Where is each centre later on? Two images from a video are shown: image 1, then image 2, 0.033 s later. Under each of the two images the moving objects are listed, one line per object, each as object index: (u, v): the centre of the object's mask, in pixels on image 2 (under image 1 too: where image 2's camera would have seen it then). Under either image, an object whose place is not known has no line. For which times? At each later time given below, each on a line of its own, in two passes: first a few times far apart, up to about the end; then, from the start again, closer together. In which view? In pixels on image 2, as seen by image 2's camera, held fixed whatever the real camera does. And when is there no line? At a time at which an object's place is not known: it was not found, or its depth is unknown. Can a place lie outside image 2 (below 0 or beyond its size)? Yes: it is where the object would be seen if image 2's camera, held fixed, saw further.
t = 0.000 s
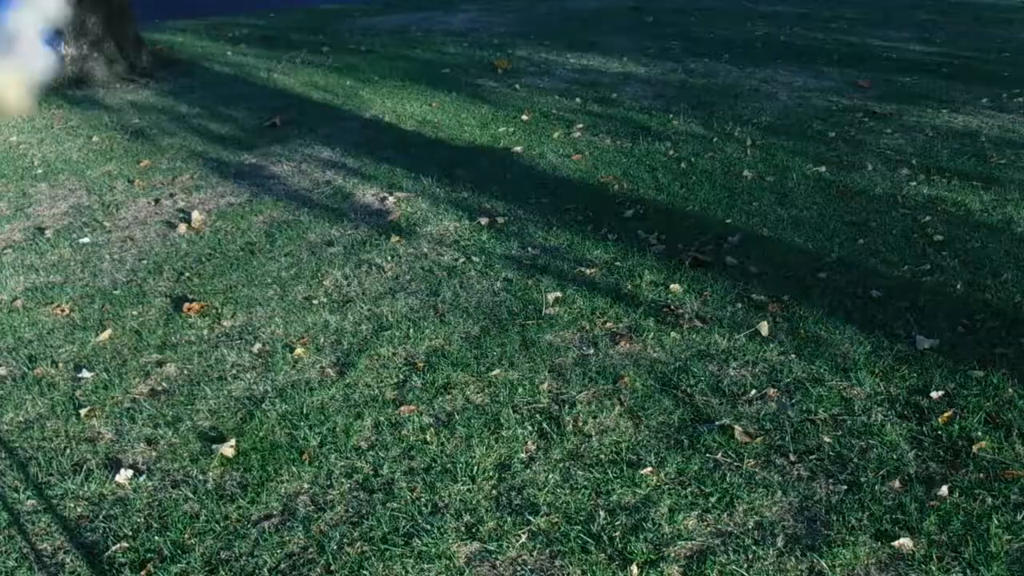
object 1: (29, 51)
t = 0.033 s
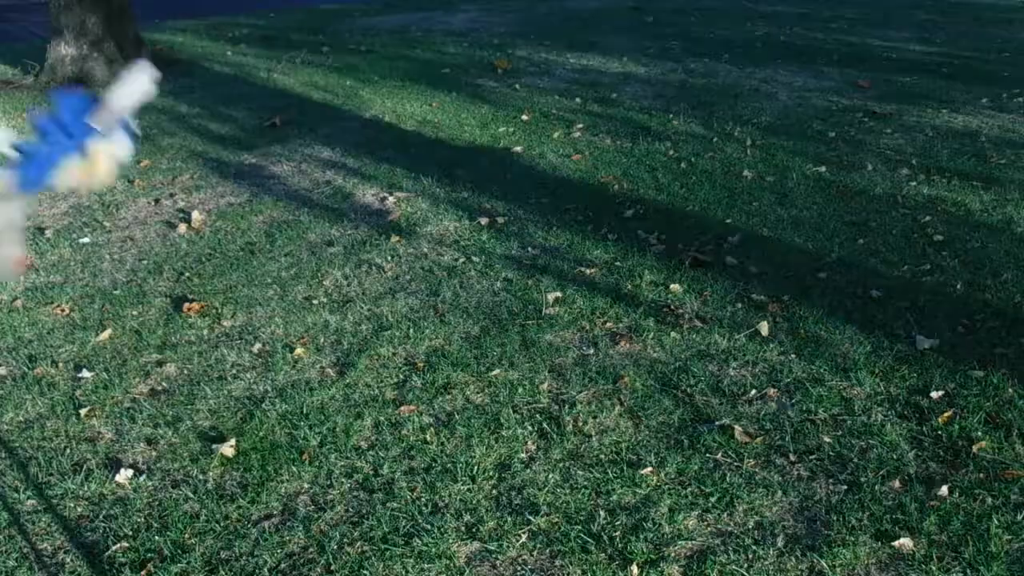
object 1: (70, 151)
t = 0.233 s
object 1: (274, 391)
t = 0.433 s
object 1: (317, 458)
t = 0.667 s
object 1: (325, 437)
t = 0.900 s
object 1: (320, 457)
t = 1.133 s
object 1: (313, 462)
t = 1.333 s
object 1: (311, 461)
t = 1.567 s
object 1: (310, 461)
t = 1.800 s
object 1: (310, 461)
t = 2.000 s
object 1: (310, 461)
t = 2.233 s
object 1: (310, 461)
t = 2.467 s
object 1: (310, 461)
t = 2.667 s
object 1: (310, 461)
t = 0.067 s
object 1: (123, 207)
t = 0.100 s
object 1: (179, 246)
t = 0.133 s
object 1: (212, 283)
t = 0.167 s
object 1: (239, 320)
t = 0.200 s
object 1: (259, 357)
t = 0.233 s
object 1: (274, 391)
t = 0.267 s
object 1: (288, 424)
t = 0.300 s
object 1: (301, 450)
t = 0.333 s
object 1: (312, 475)
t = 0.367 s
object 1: (317, 496)
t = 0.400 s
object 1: (318, 477)
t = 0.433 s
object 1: (317, 458)
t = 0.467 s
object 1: (316, 448)
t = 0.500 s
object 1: (314, 440)
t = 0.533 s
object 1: (317, 432)
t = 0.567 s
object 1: (319, 431)
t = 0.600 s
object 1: (320, 430)
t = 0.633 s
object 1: (323, 431)
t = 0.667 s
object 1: (325, 437)
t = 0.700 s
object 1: (325, 449)
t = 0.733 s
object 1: (325, 453)
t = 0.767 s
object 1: (323, 452)
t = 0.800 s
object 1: (321, 454)
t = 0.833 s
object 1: (320, 455)
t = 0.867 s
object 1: (320, 456)
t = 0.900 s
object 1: (320, 457)
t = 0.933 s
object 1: (320, 460)
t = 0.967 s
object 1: (318, 461)
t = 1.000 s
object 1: (316, 462)
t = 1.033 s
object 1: (315, 463)
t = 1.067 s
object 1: (314, 463)
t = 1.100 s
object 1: (313, 463)
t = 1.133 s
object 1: (313, 462)
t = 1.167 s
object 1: (313, 462)
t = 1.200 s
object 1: (313, 462)
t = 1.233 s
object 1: (312, 462)
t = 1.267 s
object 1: (312, 462)
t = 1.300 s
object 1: (311, 462)
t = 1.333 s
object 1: (311, 461)
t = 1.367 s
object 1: (311, 461)
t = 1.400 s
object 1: (310, 461)
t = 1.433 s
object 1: (310, 461)
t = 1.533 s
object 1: (310, 461)
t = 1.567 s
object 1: (310, 461)
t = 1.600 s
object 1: (310, 461)
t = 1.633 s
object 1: (311, 461)
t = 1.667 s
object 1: (310, 461)
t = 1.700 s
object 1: (310, 461)
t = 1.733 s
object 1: (310, 461)
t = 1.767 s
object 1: (310, 461)
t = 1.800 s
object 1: (310, 461)
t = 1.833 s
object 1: (310, 461)
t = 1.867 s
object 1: (310, 461)
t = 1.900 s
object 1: (310, 461)
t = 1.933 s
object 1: (310, 461)
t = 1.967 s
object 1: (310, 461)
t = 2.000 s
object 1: (310, 461)
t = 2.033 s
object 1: (310, 461)
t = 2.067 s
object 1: (310, 461)
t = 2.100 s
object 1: (310, 461)
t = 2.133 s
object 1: (310, 461)
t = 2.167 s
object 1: (310, 461)
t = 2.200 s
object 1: (310, 461)
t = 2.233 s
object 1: (310, 461)
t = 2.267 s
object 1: (310, 461)
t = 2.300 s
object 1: (310, 461)
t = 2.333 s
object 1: (310, 461)
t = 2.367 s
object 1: (310, 461)
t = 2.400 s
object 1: (310, 461)
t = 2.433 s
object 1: (310, 461)
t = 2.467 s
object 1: (310, 461)
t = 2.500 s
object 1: (310, 461)
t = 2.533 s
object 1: (310, 461)
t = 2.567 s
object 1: (310, 461)
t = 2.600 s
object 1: (310, 461)
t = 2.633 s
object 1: (310, 461)
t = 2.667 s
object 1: (310, 461)
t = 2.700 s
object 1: (310, 461)
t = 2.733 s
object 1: (310, 461)
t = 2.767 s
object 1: (310, 461)
